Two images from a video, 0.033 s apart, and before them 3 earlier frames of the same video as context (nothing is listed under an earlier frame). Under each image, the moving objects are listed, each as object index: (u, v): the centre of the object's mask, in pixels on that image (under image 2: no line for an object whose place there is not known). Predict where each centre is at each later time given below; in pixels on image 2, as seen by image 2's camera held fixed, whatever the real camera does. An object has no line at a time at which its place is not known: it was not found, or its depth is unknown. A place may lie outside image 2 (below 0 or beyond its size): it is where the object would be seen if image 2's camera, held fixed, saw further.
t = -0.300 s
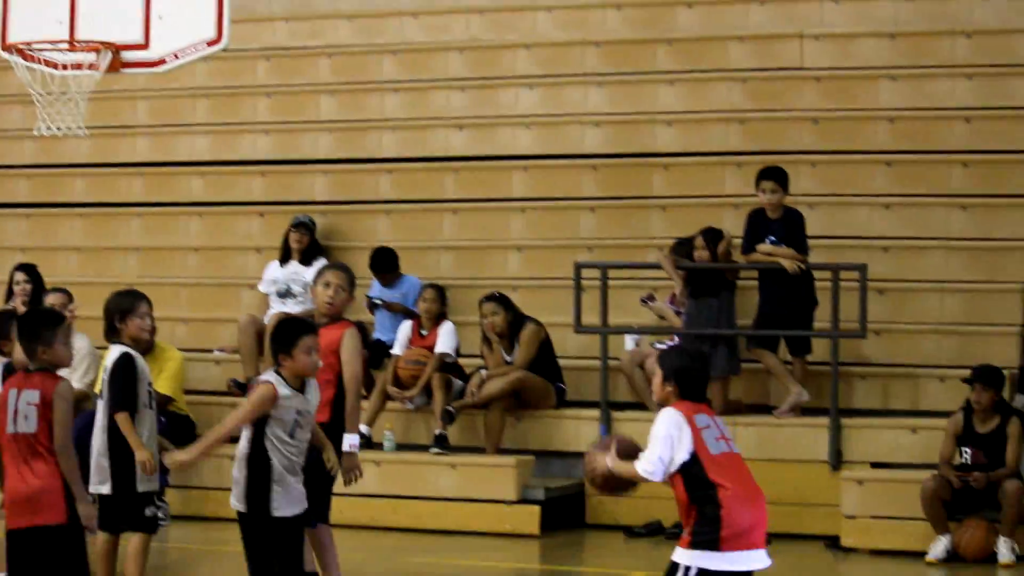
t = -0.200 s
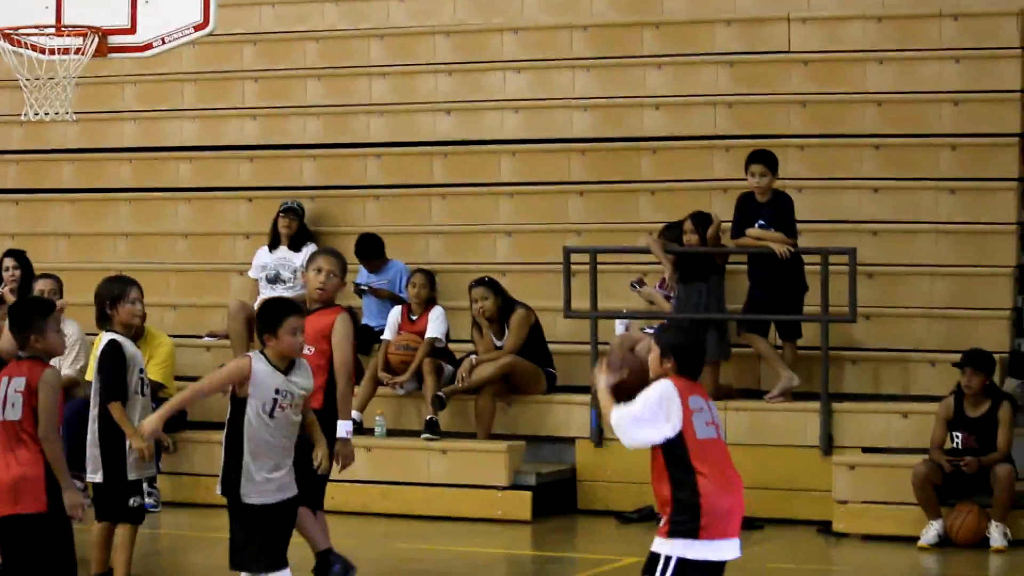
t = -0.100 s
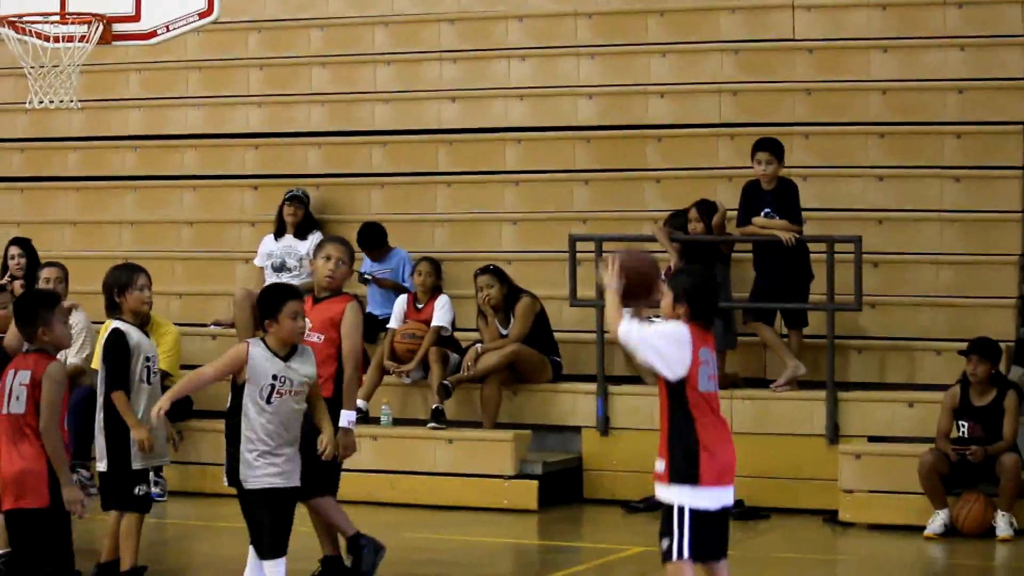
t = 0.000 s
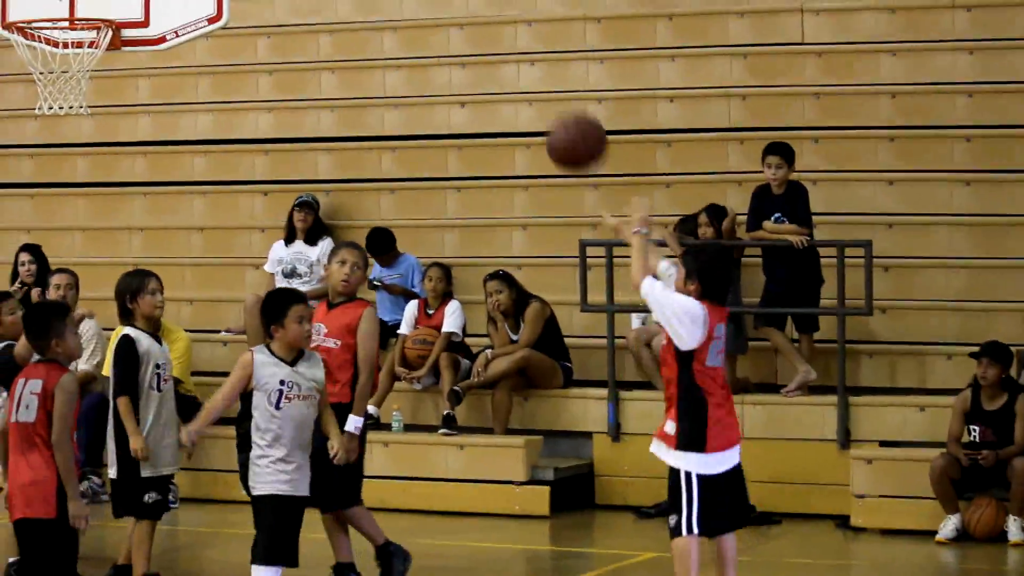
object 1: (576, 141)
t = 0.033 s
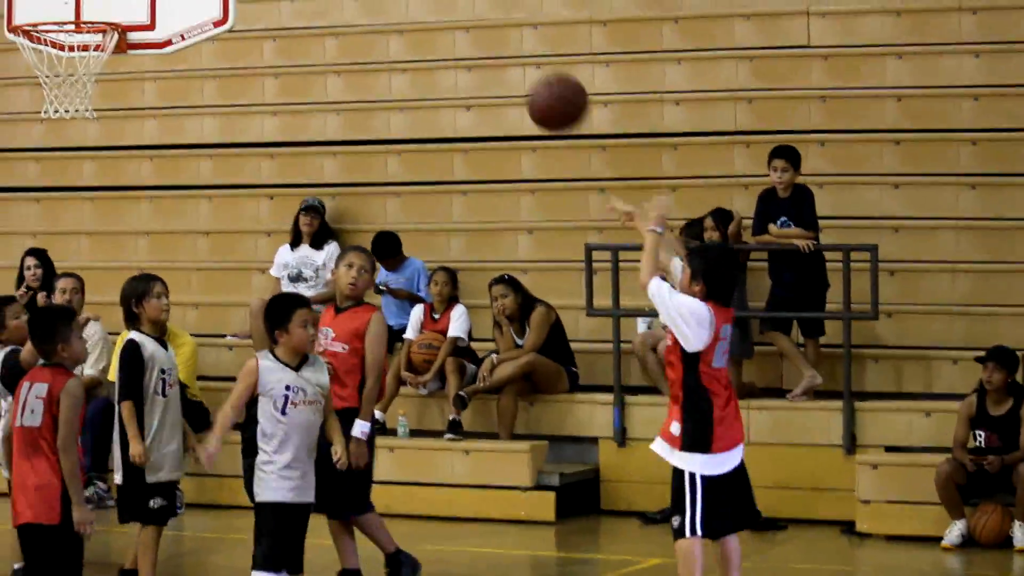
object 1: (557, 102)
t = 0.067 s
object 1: (532, 61)
